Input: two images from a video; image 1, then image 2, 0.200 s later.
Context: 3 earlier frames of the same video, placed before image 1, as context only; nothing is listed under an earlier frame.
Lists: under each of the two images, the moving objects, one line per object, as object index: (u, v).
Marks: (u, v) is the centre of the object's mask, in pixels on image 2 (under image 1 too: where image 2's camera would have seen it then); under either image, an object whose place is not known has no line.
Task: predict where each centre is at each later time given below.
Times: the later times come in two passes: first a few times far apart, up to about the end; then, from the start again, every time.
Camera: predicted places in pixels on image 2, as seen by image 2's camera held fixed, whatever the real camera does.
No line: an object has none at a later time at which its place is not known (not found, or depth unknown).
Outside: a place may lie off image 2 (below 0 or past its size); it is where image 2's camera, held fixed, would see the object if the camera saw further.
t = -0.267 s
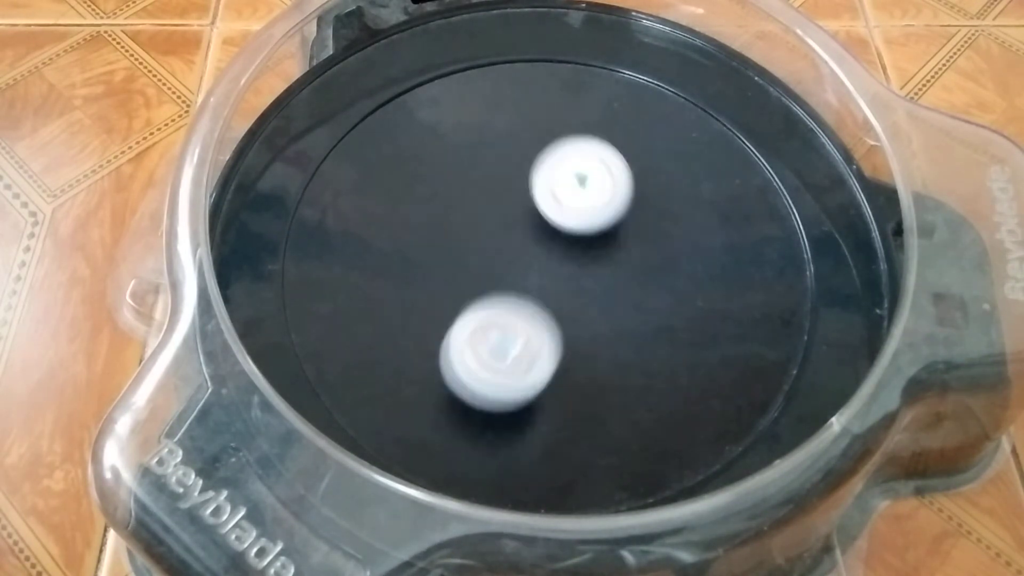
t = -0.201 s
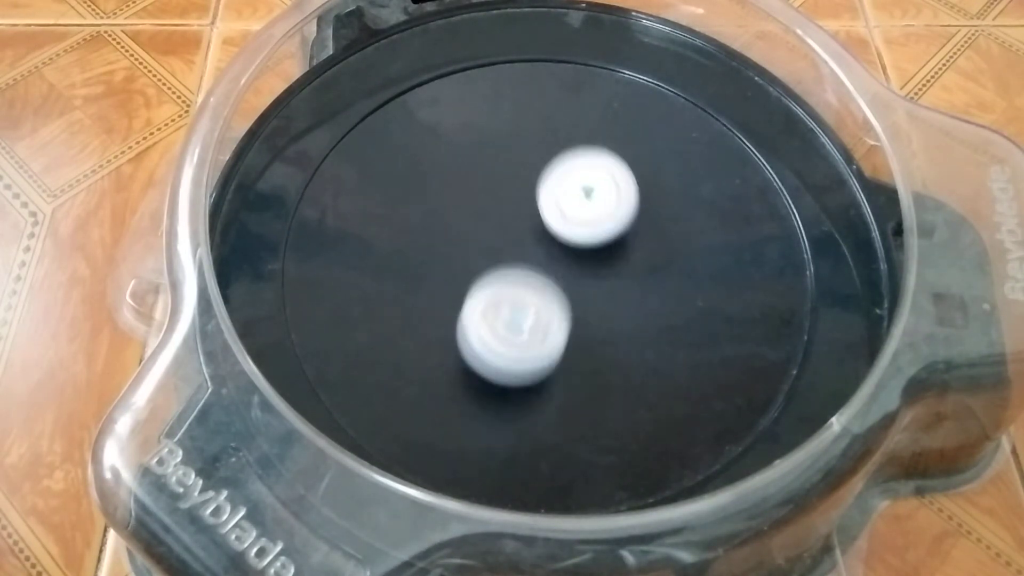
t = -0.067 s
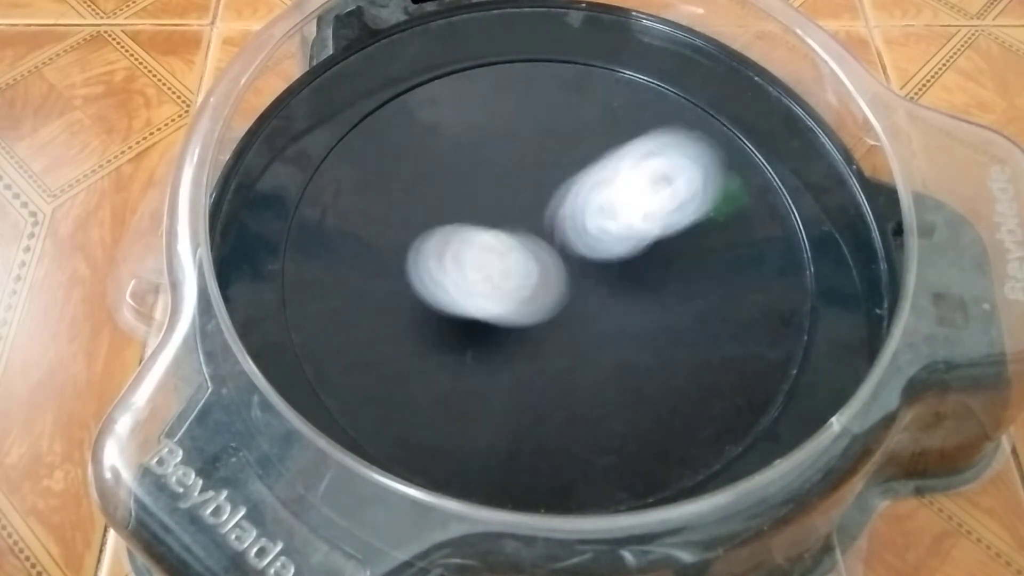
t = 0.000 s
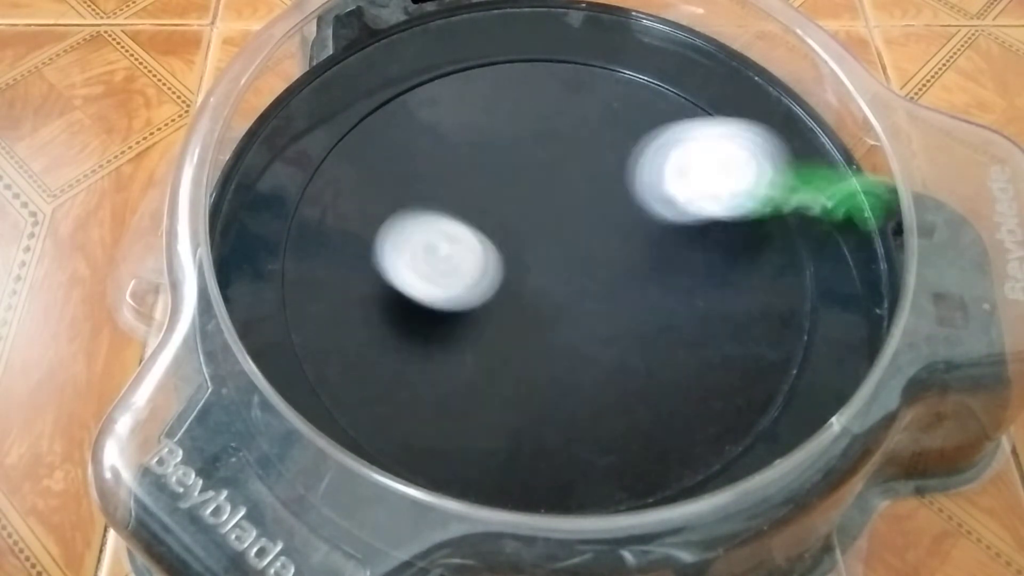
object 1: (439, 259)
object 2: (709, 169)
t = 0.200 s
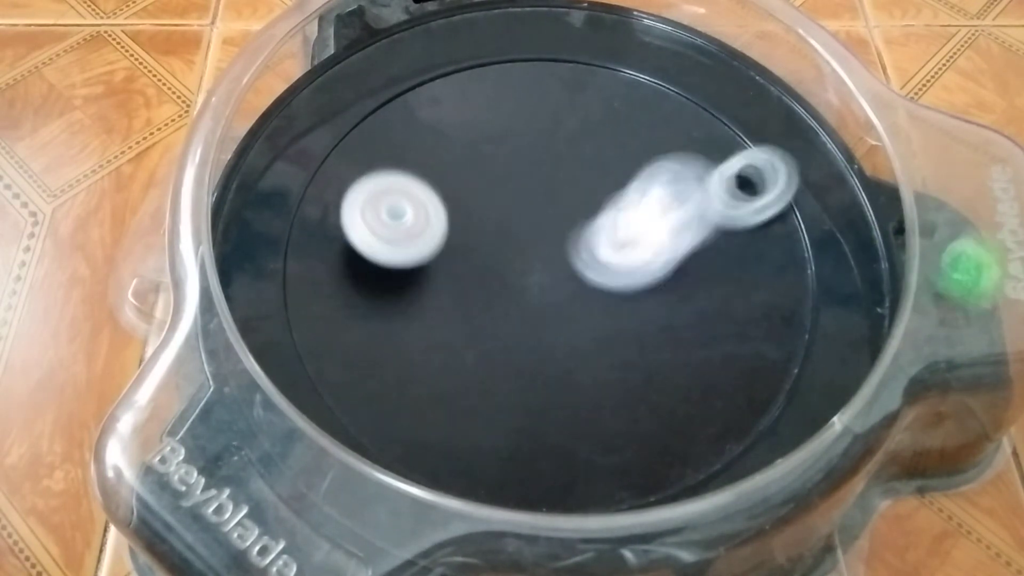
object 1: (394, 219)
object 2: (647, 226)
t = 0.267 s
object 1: (397, 210)
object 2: (576, 253)
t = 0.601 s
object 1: (516, 175)
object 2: (318, 339)
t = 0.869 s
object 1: (617, 167)
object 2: (374, 305)
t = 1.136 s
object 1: (674, 210)
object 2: (388, 303)
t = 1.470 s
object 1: (630, 302)
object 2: (388, 303)
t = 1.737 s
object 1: (535, 339)
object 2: (389, 303)
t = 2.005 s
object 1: (443, 343)
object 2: (382, 296)
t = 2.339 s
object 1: (471, 289)
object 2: (389, 283)
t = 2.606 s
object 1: (496, 216)
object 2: (407, 282)
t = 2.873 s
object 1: (444, 245)
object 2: (381, 300)
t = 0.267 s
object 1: (397, 210)
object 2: (576, 253)
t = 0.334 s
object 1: (411, 206)
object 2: (507, 279)
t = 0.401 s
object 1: (435, 200)
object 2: (432, 307)
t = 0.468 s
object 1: (460, 190)
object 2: (366, 332)
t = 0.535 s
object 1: (486, 182)
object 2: (324, 343)
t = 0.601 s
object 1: (516, 175)
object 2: (318, 339)
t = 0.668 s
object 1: (543, 169)
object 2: (337, 331)
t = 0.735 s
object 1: (569, 166)
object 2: (353, 319)
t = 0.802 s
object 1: (595, 165)
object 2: (365, 309)
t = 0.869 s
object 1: (617, 167)
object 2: (374, 305)
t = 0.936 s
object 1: (637, 173)
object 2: (381, 304)
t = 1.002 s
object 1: (655, 182)
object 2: (385, 303)
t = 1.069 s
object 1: (667, 194)
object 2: (388, 303)
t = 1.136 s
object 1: (674, 210)
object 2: (388, 303)
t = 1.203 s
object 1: (676, 229)
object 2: (388, 303)
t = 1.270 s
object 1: (672, 247)
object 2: (388, 303)
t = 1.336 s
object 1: (662, 268)
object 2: (388, 303)
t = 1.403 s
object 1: (649, 285)
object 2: (388, 303)
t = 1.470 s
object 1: (630, 302)
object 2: (388, 303)
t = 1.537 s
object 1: (609, 317)
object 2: (388, 303)
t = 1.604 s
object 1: (586, 329)
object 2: (388, 303)
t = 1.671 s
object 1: (560, 336)
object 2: (389, 303)
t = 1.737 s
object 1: (535, 339)
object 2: (389, 303)
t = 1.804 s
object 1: (511, 338)
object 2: (389, 303)
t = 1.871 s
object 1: (489, 332)
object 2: (387, 303)
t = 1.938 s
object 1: (465, 336)
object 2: (383, 300)
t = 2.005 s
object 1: (443, 343)
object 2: (382, 296)
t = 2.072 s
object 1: (434, 344)
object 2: (382, 293)
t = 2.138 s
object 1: (433, 339)
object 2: (380, 292)
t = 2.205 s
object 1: (442, 324)
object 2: (375, 294)
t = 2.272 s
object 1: (455, 306)
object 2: (380, 290)
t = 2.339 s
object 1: (471, 289)
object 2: (389, 283)
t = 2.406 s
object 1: (488, 269)
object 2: (400, 282)
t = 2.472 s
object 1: (506, 249)
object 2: (406, 282)
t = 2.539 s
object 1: (519, 227)
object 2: (406, 282)
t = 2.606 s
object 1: (496, 216)
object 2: (407, 282)
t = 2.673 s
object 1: (461, 218)
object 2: (407, 284)
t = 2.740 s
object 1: (449, 227)
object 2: (395, 290)
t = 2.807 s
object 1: (443, 236)
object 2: (388, 297)
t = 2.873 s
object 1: (444, 245)
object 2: (381, 300)
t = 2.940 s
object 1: (452, 252)
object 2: (380, 300)
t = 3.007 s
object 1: (466, 259)
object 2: (382, 299)
